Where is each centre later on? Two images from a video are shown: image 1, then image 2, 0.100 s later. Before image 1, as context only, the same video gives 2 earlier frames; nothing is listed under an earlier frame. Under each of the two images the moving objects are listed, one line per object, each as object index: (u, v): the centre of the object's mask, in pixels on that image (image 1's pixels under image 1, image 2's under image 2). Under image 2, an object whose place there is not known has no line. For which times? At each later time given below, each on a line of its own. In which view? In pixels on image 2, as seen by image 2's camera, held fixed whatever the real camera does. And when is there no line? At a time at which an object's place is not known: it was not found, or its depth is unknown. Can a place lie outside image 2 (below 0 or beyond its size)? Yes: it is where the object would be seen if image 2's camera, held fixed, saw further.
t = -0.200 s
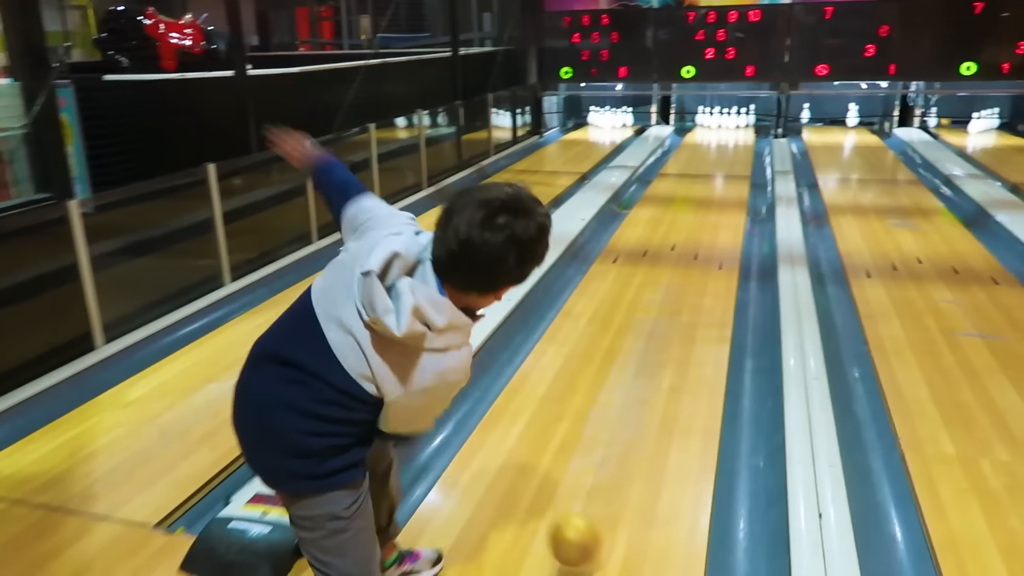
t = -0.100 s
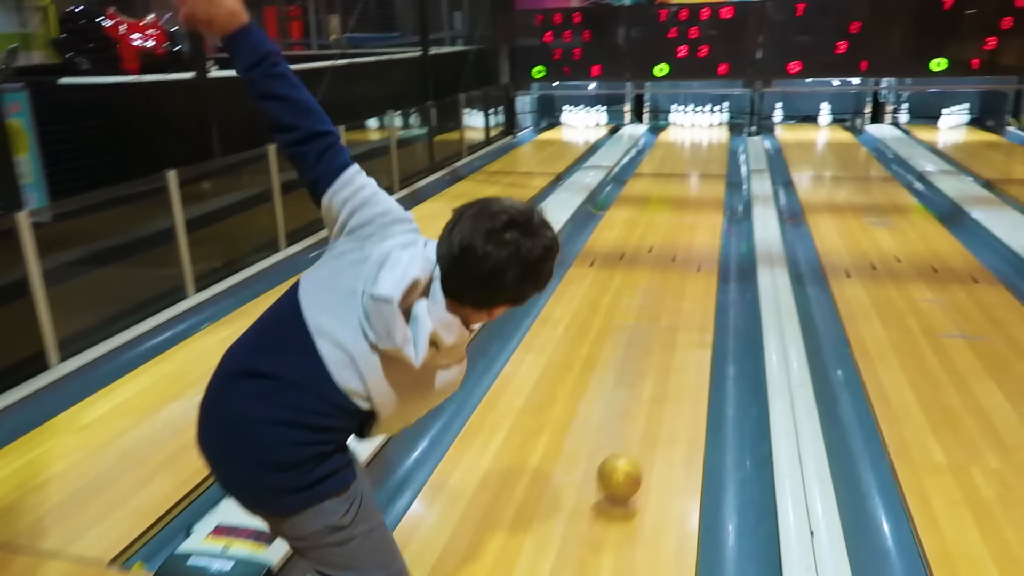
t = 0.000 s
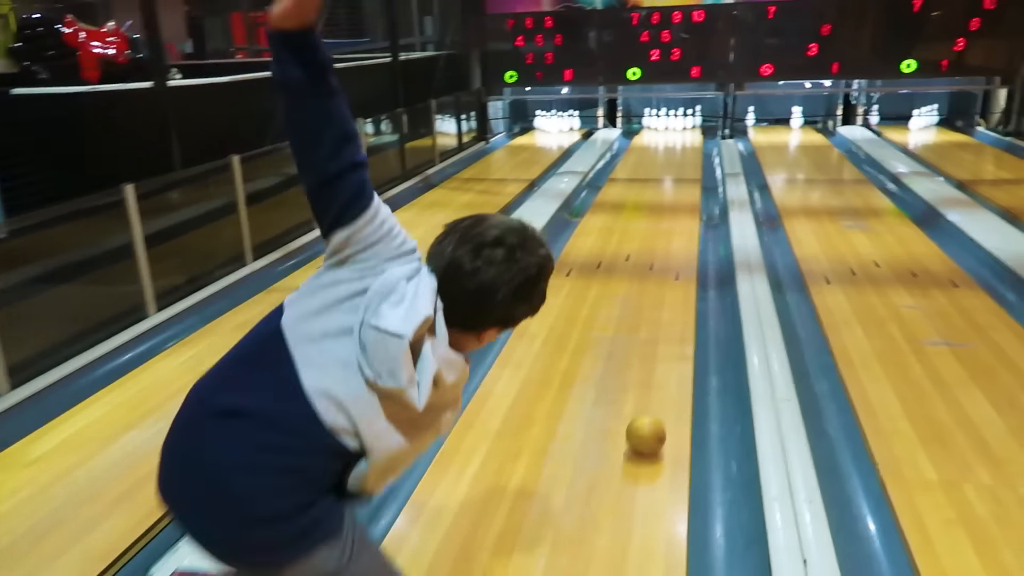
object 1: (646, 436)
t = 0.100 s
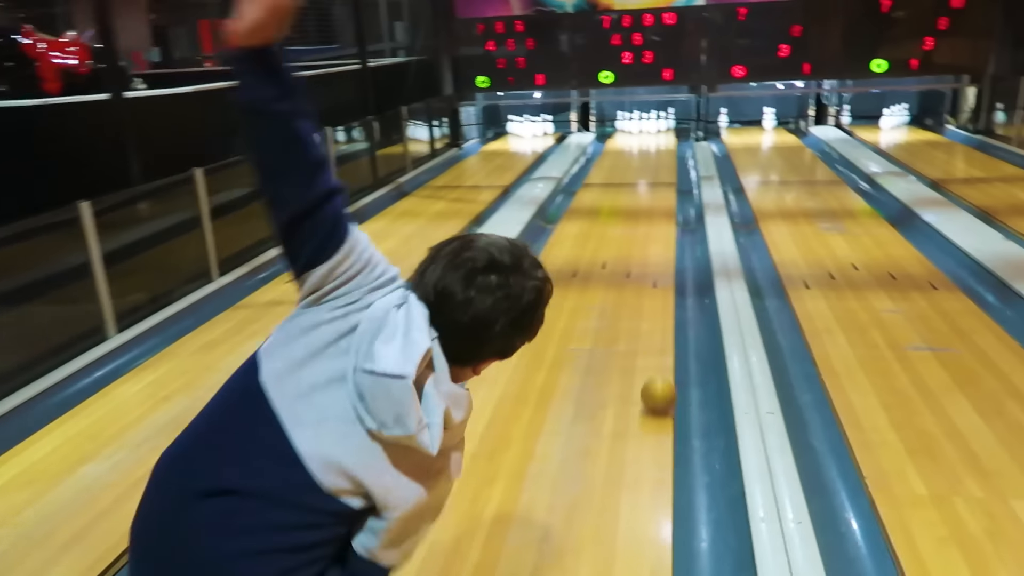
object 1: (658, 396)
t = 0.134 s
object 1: (668, 380)
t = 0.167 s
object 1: (676, 365)
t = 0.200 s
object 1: (683, 352)
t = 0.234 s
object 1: (691, 344)
